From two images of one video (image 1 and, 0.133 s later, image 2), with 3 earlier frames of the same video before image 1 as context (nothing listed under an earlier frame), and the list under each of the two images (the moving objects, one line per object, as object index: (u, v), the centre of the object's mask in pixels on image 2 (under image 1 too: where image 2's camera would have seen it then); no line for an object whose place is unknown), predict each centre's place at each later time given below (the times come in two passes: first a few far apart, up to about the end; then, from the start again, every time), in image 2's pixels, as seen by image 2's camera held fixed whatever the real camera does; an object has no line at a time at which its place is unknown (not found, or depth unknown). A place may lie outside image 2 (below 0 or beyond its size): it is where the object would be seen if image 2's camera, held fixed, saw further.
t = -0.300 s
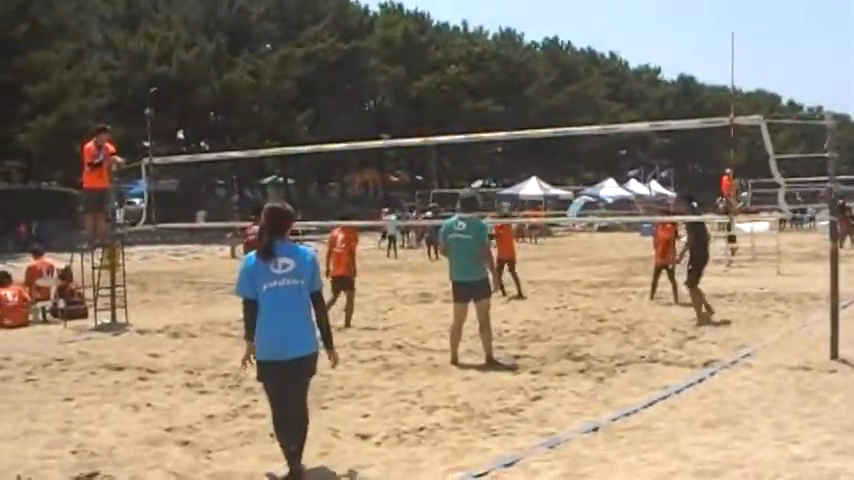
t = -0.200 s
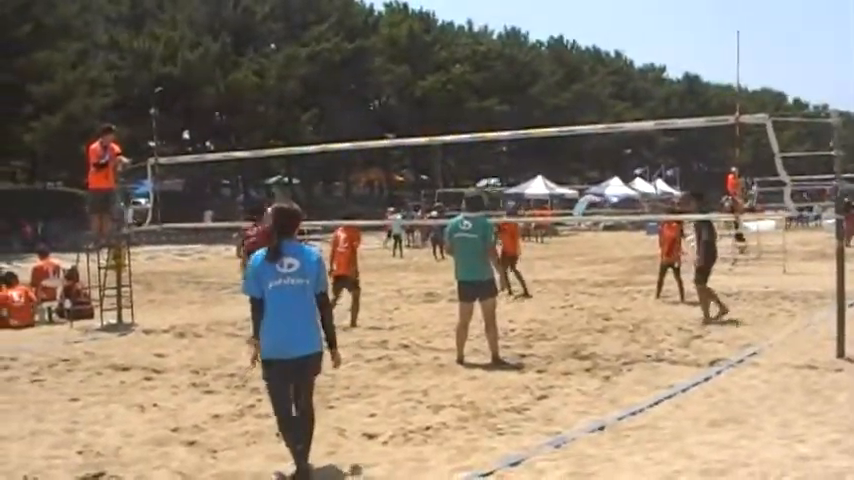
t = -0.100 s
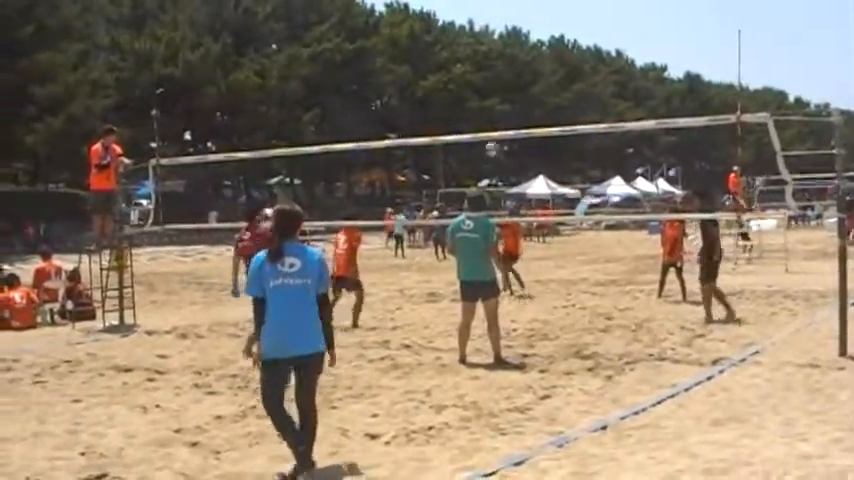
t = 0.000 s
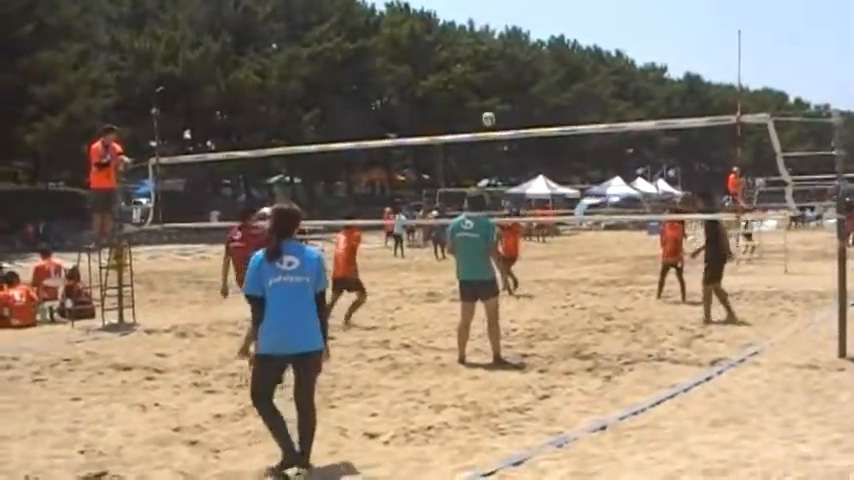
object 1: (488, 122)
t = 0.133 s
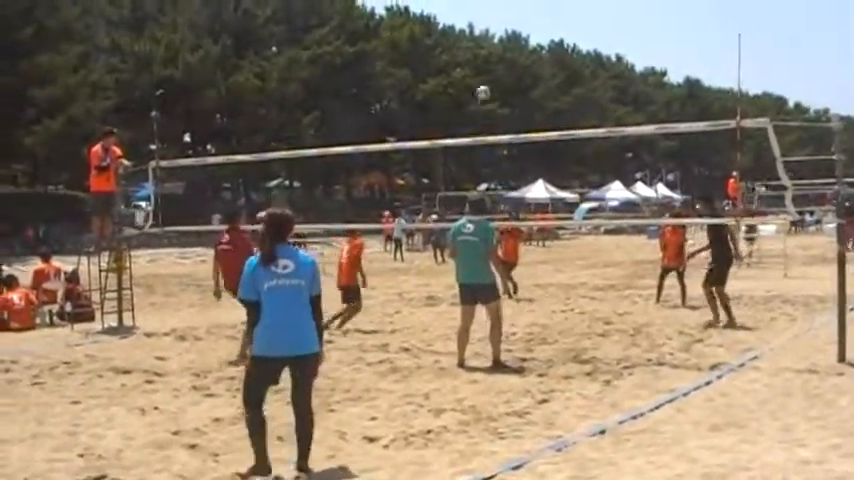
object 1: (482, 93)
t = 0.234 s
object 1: (479, 77)
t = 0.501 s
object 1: (466, 64)
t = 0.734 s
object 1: (453, 91)
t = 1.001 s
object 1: (433, 165)
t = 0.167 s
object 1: (481, 86)
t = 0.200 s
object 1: (480, 81)
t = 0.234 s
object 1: (479, 77)
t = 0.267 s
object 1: (477, 73)
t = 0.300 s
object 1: (476, 70)
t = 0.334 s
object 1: (475, 67)
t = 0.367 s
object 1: (474, 65)
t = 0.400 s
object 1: (472, 64)
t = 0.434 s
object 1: (470, 64)
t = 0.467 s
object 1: (468, 64)
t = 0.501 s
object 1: (466, 64)
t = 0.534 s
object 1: (464, 67)
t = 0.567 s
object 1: (463, 69)
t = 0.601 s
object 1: (461, 72)
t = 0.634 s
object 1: (459, 75)
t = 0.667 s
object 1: (457, 80)
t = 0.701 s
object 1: (455, 85)
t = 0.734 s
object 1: (453, 91)
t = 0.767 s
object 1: (450, 97)
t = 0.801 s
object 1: (448, 105)
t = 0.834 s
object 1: (446, 113)
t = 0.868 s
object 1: (444, 122)
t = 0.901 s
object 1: (441, 132)
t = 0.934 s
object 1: (440, 141)
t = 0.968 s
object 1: (436, 153)
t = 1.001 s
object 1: (433, 165)
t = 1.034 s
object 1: (430, 177)
